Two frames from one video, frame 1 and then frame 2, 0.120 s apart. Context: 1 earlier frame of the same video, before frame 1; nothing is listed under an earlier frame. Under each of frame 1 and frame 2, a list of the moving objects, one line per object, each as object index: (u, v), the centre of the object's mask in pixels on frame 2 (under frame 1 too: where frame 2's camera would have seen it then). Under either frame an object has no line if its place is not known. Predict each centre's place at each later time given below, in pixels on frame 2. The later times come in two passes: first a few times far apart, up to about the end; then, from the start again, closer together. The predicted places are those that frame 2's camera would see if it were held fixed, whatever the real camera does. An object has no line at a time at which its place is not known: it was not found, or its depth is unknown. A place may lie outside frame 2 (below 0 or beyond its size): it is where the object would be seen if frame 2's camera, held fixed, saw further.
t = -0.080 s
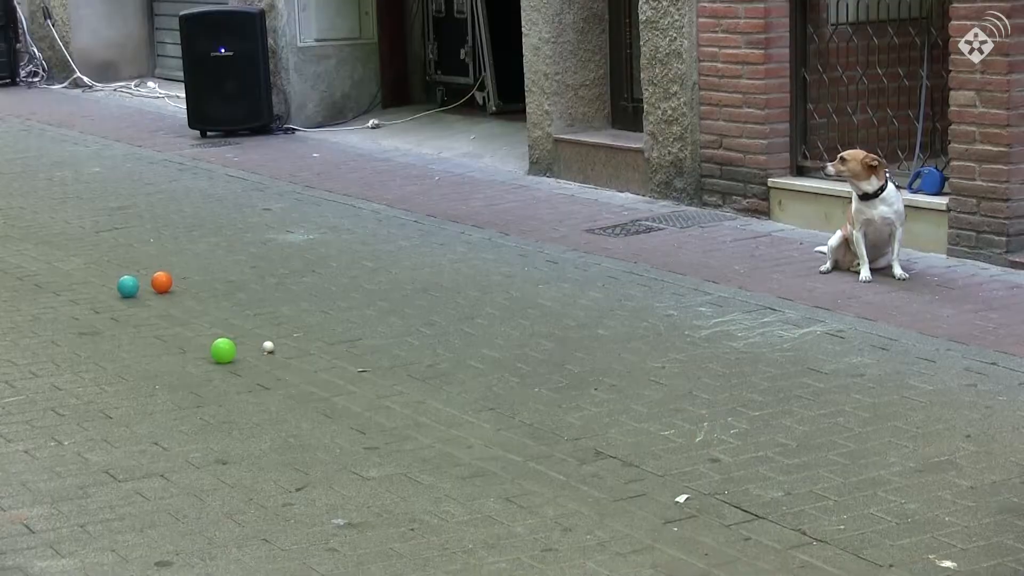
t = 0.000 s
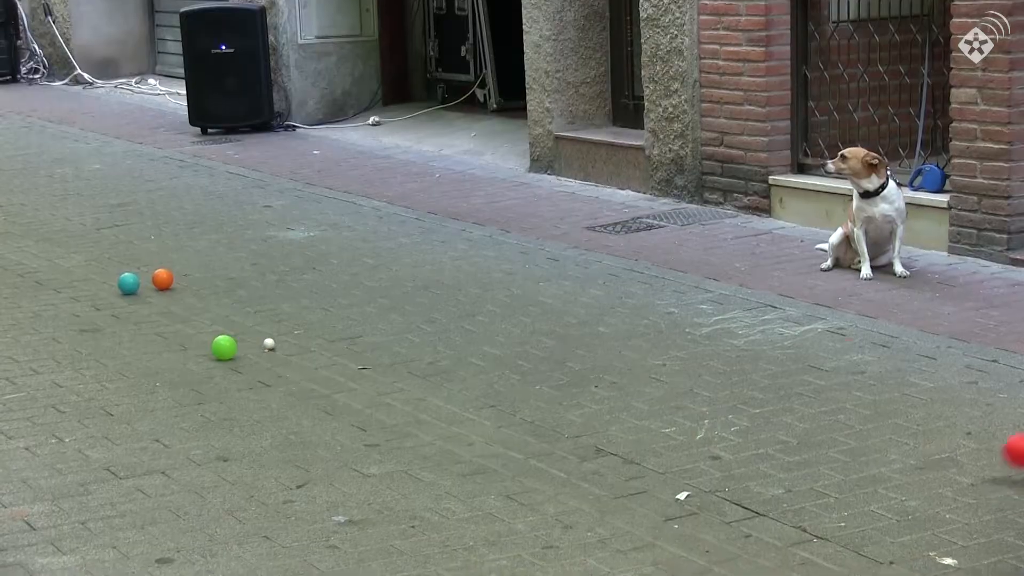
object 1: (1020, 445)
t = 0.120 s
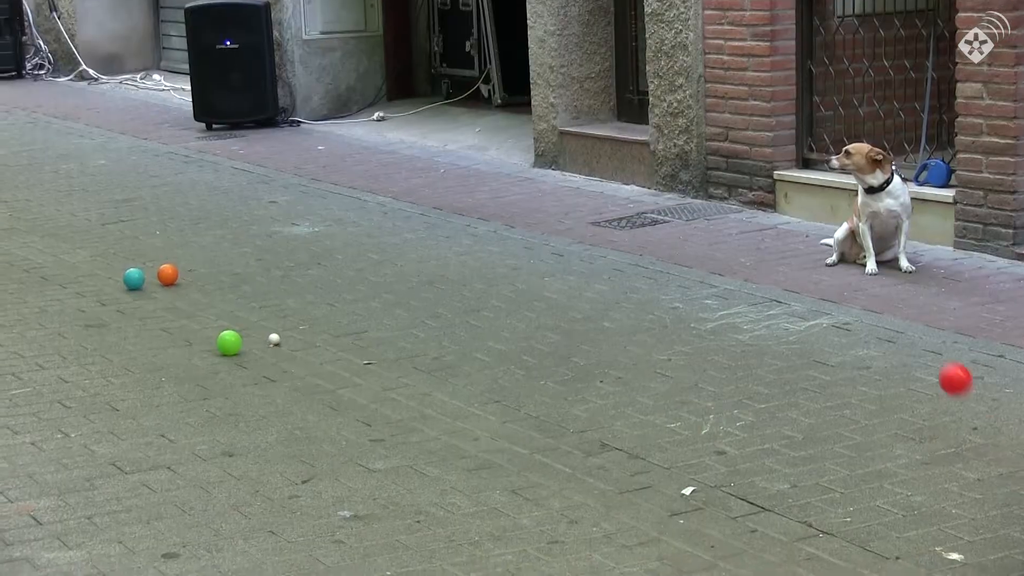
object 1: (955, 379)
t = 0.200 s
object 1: (914, 347)
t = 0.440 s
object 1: (807, 337)
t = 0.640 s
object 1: (732, 315)
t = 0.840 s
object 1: (666, 288)
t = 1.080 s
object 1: (601, 263)
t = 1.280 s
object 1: (558, 250)
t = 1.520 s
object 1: (510, 235)
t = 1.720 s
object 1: (473, 224)
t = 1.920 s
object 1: (440, 213)
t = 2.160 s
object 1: (406, 201)
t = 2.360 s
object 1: (380, 195)
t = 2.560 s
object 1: (357, 190)
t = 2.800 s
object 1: (328, 182)
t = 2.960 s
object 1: (311, 179)
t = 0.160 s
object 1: (934, 360)
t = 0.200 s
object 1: (914, 347)
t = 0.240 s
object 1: (895, 342)
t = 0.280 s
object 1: (876, 342)
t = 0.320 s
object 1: (858, 349)
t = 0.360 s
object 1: (841, 360)
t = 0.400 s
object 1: (824, 354)
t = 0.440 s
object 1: (807, 337)
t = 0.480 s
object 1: (791, 326)
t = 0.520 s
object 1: (776, 320)
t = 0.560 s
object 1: (761, 320)
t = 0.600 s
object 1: (747, 325)
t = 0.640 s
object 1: (732, 315)
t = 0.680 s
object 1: (718, 306)
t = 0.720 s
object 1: (704, 303)
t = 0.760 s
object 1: (691, 304)
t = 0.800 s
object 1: (678, 294)
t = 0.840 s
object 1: (666, 288)
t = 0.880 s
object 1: (654, 286)
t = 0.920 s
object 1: (643, 284)
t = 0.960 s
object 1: (632, 277)
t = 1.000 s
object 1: (621, 275)
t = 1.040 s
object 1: (611, 270)
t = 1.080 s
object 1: (601, 263)
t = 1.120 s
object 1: (592, 261)
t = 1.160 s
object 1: (583, 261)
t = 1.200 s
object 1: (574, 255)
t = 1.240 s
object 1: (566, 254)
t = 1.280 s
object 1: (558, 250)
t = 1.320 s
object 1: (549, 247)
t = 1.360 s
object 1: (541, 245)
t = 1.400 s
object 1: (533, 242)
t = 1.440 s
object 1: (525, 239)
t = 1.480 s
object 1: (518, 238)
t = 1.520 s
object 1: (510, 235)
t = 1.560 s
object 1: (503, 234)
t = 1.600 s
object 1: (495, 231)
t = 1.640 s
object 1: (488, 229)
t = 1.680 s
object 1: (480, 226)
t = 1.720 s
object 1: (473, 224)
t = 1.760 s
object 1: (466, 220)
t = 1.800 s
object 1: (459, 217)
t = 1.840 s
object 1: (453, 218)
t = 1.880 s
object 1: (446, 214)
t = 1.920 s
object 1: (440, 213)
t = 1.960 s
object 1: (434, 209)
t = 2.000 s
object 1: (428, 207)
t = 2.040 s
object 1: (422, 208)
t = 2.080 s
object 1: (416, 205)
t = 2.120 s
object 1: (411, 204)
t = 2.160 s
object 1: (406, 201)
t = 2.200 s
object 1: (400, 199)
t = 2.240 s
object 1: (395, 200)
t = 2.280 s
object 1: (390, 197)
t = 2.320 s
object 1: (385, 197)
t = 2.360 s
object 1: (380, 195)
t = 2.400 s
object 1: (375, 195)
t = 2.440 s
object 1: (371, 193)
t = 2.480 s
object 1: (366, 192)
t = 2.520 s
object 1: (362, 191)
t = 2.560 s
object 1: (357, 190)
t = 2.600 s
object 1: (352, 189)
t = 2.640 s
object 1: (347, 186)
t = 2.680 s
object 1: (342, 186)
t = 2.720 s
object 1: (337, 183)
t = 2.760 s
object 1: (332, 180)
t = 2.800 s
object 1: (328, 182)
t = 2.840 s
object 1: (323, 182)
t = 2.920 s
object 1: (315, 181)
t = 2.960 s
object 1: (311, 179)
